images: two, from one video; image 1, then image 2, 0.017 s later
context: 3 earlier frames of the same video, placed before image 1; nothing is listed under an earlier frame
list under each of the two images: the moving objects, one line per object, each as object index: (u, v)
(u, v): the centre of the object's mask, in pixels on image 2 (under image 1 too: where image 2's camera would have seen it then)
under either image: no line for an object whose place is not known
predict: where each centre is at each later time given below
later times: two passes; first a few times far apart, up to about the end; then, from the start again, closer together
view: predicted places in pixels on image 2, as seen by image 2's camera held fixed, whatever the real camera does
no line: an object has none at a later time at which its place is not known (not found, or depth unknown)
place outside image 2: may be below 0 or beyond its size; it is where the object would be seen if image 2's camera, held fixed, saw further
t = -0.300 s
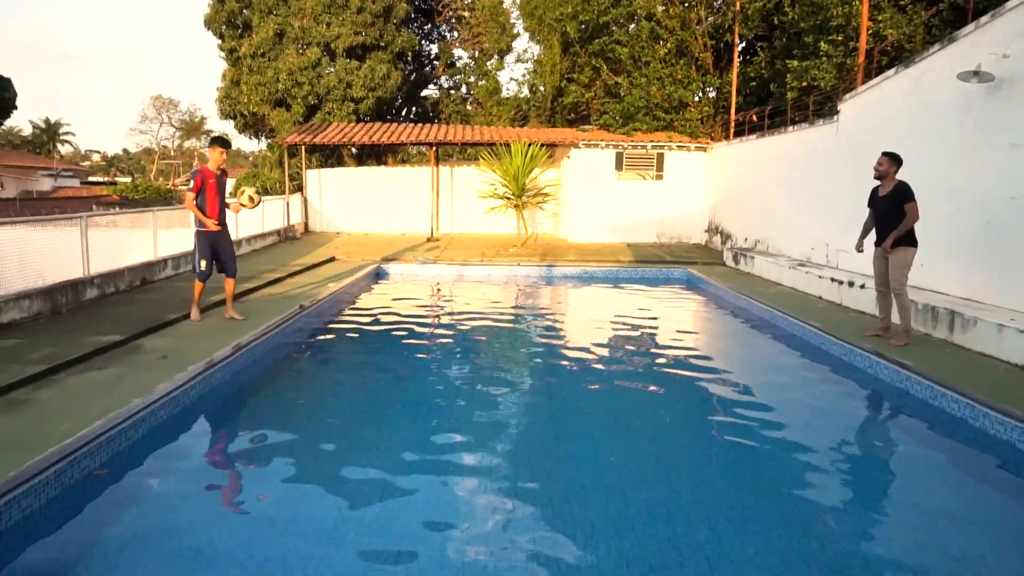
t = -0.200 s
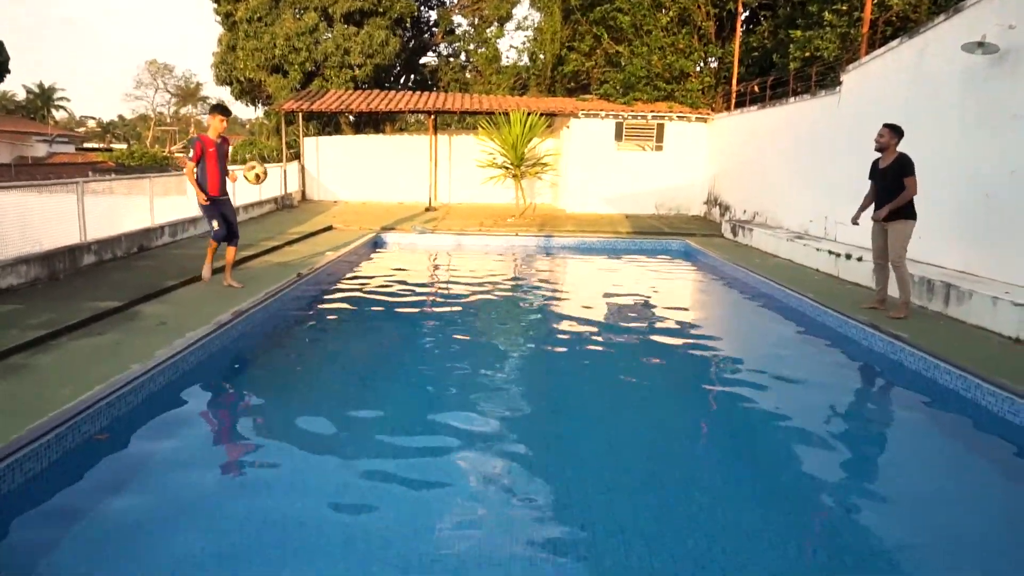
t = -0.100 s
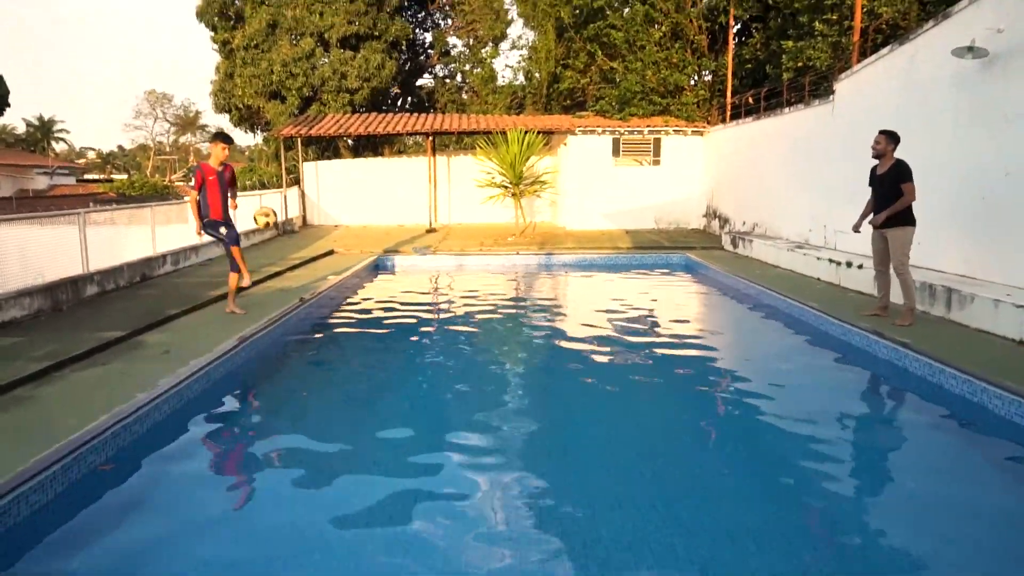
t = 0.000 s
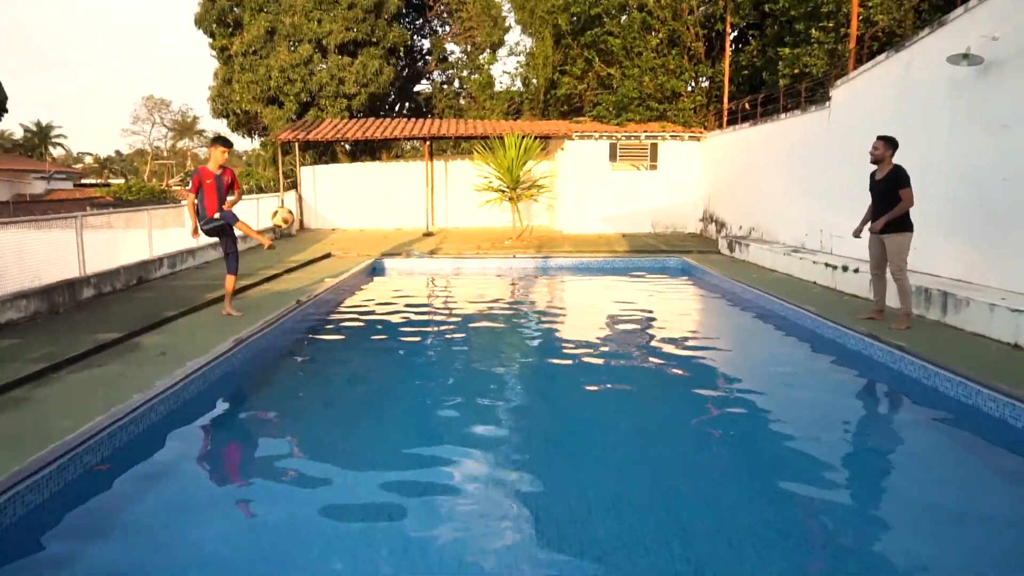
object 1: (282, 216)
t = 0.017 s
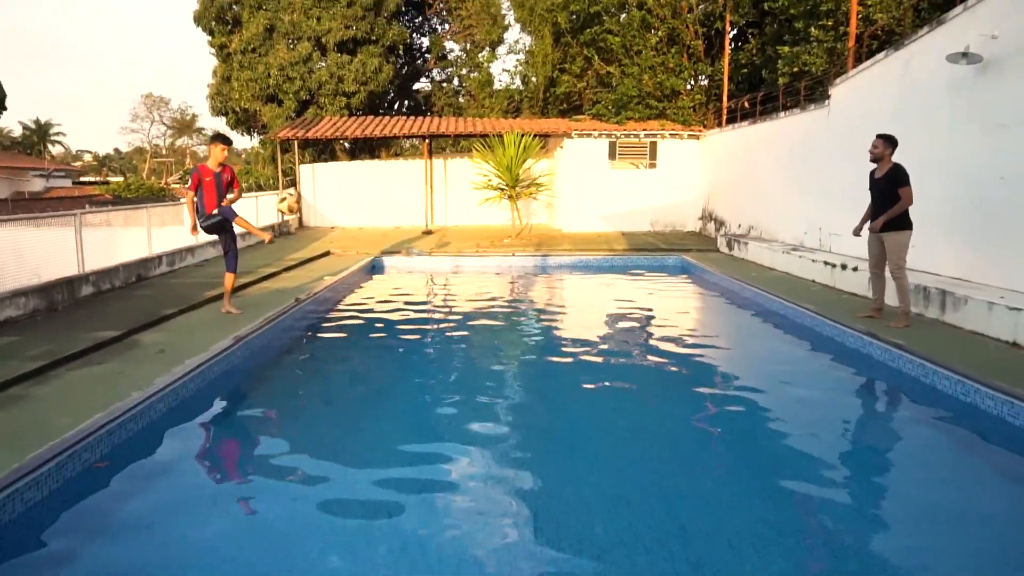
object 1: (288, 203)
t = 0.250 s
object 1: (391, 70)
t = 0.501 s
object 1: (511, -10)
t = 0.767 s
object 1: (650, -23)
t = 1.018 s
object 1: (782, 54)
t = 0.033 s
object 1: (295, 193)
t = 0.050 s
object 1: (302, 182)
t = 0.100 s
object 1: (323, 150)
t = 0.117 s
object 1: (330, 141)
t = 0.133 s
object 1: (337, 131)
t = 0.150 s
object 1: (345, 120)
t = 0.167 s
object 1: (352, 111)
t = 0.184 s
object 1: (360, 103)
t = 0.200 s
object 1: (368, 95)
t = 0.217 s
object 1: (375, 86)
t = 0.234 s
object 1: (383, 78)
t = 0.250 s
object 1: (391, 70)
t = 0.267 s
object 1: (398, 63)
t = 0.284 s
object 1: (406, 55)
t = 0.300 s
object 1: (414, 48)
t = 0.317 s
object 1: (421, 41)
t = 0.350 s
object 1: (437, 28)
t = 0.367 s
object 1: (444, 22)
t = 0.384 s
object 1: (453, 16)
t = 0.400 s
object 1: (461, 10)
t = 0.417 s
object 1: (469, 6)
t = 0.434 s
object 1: (478, 2)
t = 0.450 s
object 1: (486, -1)
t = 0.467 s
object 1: (495, -4)
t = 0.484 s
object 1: (503, -7)
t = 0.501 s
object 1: (511, -10)
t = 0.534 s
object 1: (528, -16)
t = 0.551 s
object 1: (537, -18)
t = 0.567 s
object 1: (546, -19)
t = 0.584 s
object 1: (554, -20)
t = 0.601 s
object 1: (563, -21)
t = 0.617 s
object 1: (571, -23)
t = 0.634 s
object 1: (579, -24)
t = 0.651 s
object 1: (588, -26)
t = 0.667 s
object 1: (597, -28)
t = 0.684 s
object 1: (606, -29)
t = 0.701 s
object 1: (614, -29)
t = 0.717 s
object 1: (623, -29)
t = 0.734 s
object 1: (632, -27)
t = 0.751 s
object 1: (641, -25)
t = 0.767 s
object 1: (650, -23)
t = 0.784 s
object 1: (660, -20)
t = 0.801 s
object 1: (668, -18)
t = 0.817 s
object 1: (677, -14)
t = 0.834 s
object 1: (686, -10)
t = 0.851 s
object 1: (695, -6)
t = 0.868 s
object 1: (704, -2)
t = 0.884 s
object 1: (712, 3)
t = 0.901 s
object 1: (721, 9)
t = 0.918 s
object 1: (730, 14)
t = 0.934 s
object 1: (739, 20)
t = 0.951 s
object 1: (747, 26)
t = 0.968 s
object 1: (756, 33)
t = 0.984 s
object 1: (764, 40)
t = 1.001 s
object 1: (773, 47)
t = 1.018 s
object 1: (782, 54)
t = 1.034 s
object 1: (790, 62)
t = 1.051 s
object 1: (800, 71)
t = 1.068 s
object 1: (808, 79)
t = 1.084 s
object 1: (816, 89)
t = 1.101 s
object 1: (825, 97)
